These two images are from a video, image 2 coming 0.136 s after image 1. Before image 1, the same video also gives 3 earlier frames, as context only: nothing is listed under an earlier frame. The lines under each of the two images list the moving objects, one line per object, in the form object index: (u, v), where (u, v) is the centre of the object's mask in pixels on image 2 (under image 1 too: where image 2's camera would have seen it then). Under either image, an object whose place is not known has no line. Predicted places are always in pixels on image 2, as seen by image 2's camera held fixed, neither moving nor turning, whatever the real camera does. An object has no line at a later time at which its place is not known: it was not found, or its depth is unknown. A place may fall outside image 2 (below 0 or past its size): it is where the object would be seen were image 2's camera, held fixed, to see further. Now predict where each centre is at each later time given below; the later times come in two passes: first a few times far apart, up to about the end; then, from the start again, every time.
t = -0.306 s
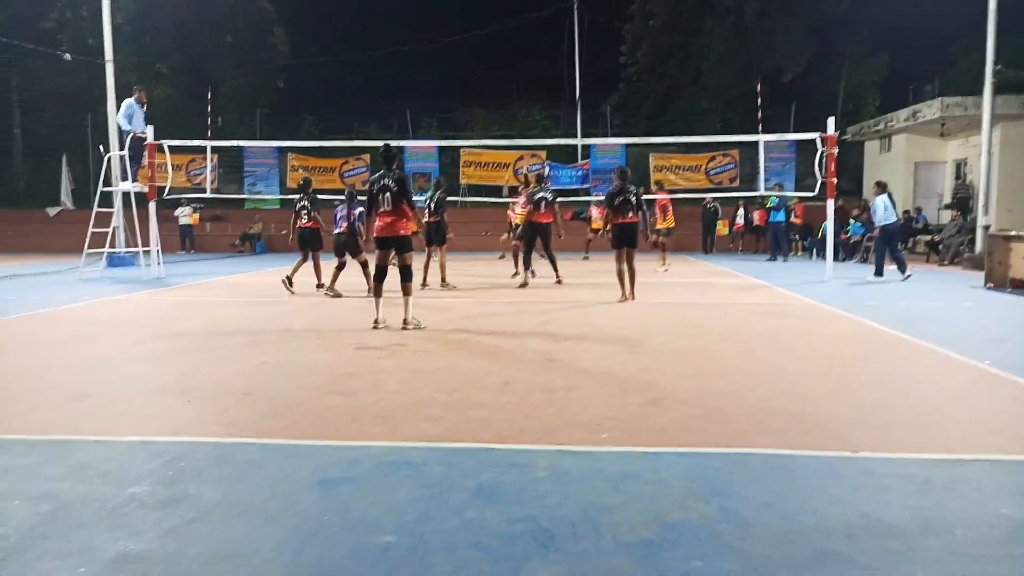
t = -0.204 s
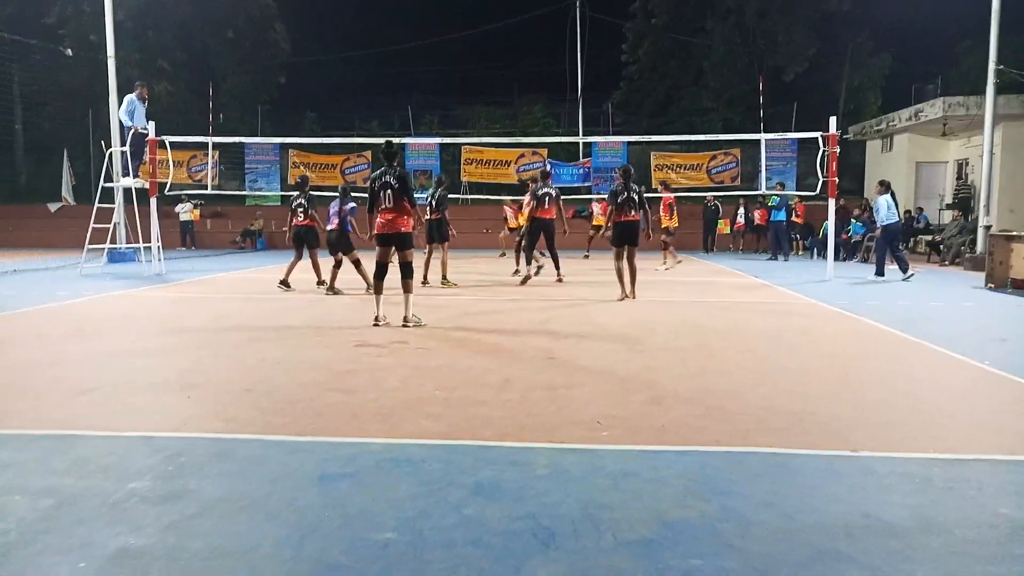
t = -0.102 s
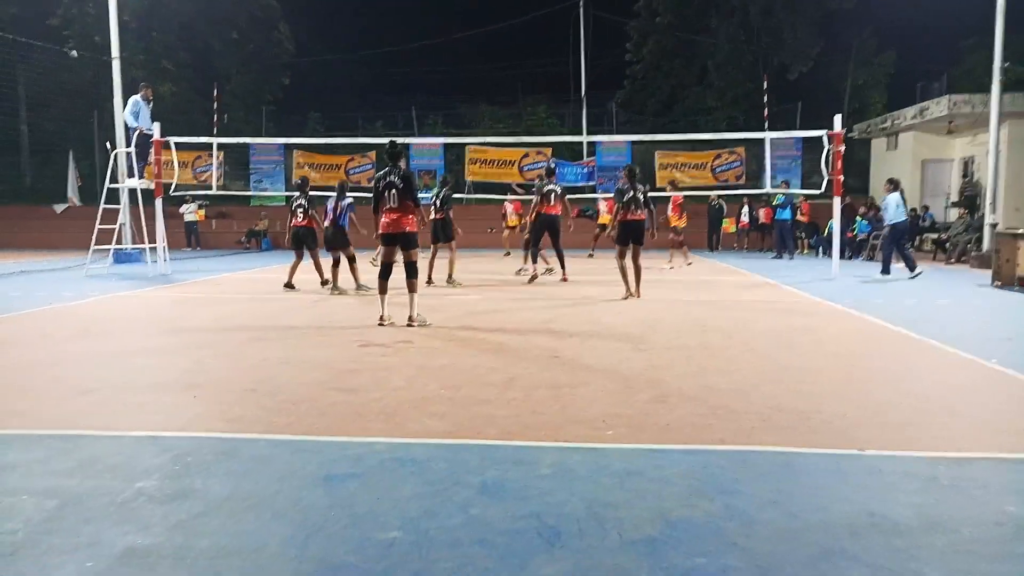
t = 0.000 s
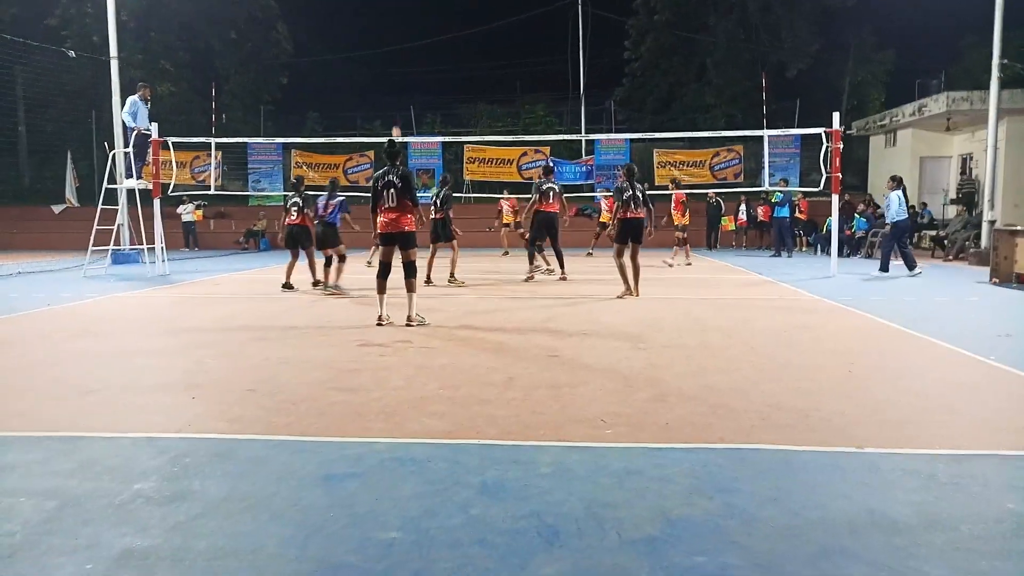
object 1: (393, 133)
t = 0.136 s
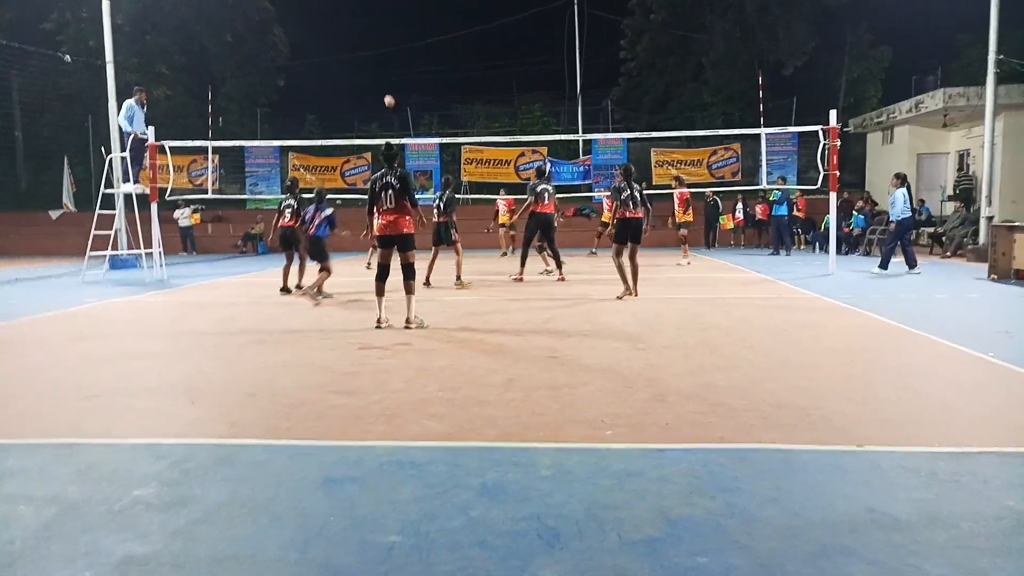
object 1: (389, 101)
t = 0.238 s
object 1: (386, 80)
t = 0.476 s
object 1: (379, 47)
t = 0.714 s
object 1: (373, 39)
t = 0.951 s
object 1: (367, 59)
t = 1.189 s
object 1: (362, 106)
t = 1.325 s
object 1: (360, 149)
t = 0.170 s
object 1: (388, 93)
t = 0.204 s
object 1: (387, 86)
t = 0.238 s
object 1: (386, 80)
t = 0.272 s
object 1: (385, 73)
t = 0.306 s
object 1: (384, 68)
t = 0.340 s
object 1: (383, 63)
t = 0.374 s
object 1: (382, 58)
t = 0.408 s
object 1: (381, 54)
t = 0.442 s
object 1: (380, 50)
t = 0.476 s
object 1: (379, 47)
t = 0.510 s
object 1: (378, 44)
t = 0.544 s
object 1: (377, 42)
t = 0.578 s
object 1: (376, 40)
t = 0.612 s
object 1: (375, 39)
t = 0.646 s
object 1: (374, 39)
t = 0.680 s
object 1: (373, 39)
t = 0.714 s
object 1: (373, 39)
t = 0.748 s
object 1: (372, 40)
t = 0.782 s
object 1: (371, 42)
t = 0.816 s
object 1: (370, 44)
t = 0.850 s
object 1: (369, 46)
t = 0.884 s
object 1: (368, 50)
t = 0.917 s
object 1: (367, 53)
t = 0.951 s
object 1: (367, 59)
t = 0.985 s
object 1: (366, 63)
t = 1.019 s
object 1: (365, 69)
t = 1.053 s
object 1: (365, 75)
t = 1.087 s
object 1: (364, 82)
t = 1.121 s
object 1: (363, 89)
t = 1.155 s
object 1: (363, 98)
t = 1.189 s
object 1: (362, 106)
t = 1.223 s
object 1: (362, 115)
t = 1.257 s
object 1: (361, 125)
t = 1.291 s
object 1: (361, 133)
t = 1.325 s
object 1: (360, 149)
